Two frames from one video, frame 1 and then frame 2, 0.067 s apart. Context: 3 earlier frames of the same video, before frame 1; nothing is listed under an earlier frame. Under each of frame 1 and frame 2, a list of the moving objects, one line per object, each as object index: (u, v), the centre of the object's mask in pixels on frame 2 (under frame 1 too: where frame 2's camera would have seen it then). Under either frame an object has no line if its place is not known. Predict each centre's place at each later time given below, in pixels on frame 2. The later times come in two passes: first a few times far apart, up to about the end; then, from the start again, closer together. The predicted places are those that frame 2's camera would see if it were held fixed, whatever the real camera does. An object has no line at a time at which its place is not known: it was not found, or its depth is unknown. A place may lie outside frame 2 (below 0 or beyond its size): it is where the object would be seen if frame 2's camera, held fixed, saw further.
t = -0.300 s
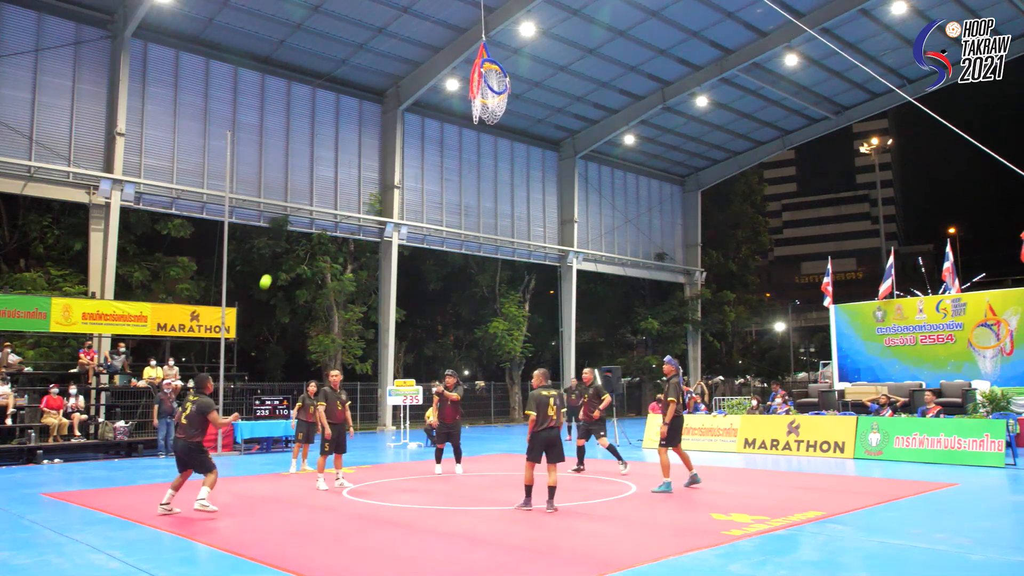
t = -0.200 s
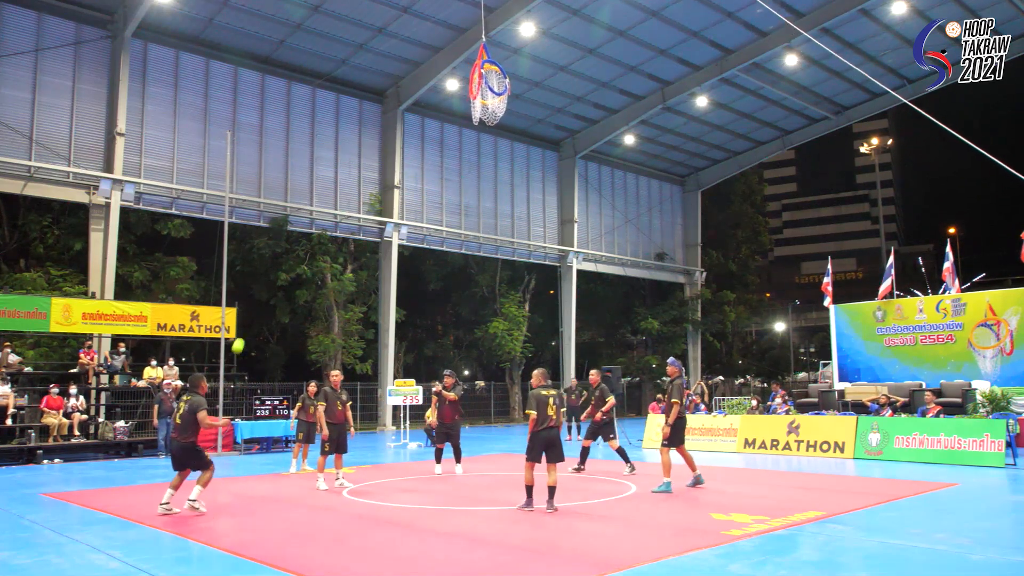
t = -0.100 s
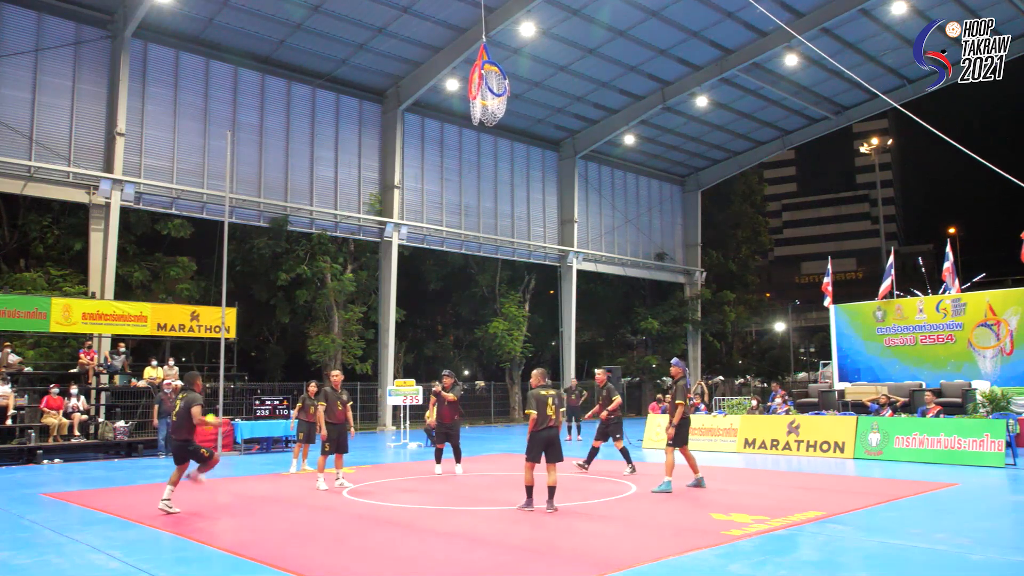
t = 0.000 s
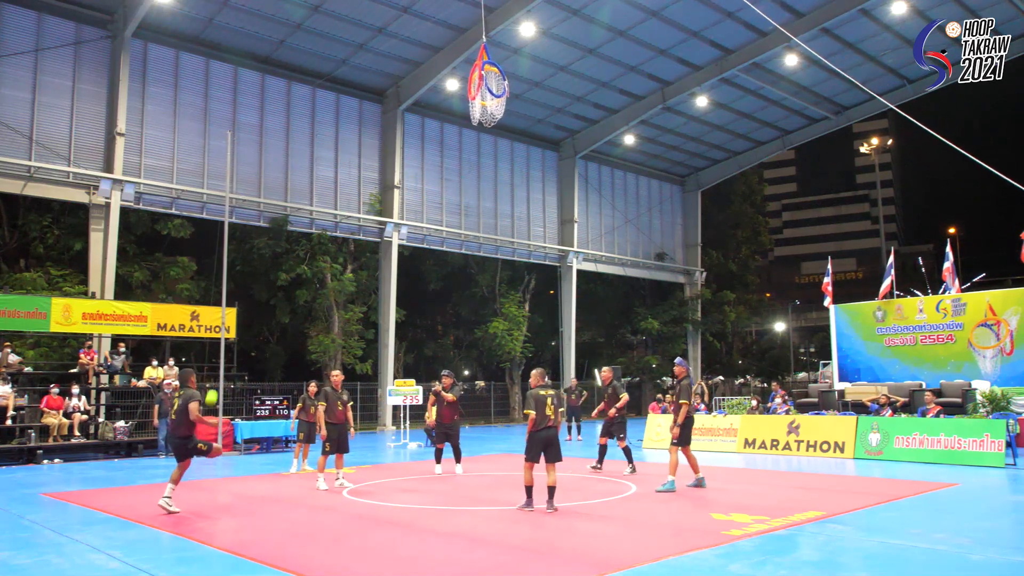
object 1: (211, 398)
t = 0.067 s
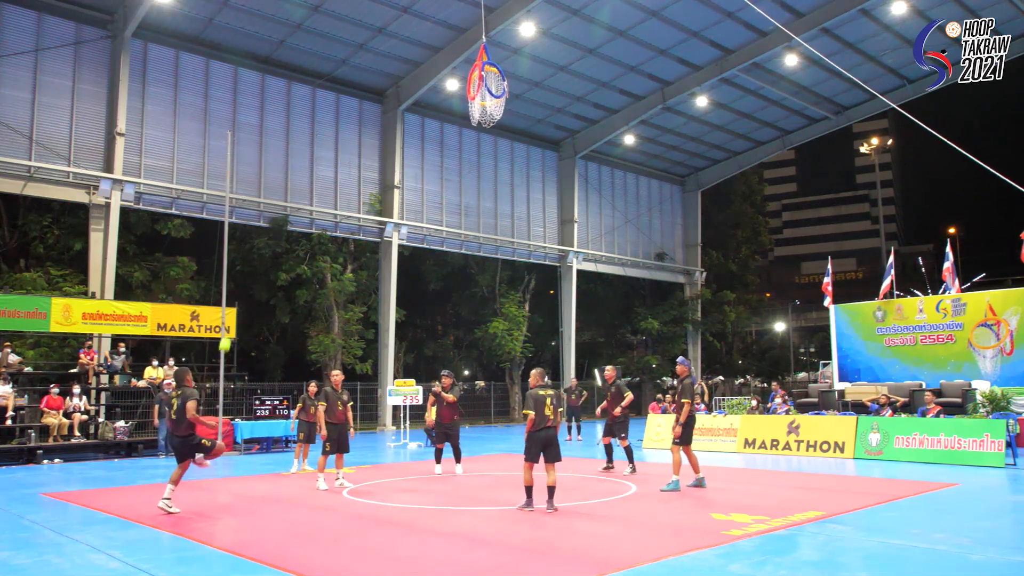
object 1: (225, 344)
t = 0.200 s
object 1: (250, 254)
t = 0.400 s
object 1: (285, 152)
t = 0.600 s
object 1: (318, 86)
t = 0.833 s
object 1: (353, 47)
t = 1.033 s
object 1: (382, 44)
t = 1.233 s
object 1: (409, 68)
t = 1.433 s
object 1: (436, 117)
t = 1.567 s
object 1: (453, 165)
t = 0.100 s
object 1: (231, 319)
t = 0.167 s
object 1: (244, 275)
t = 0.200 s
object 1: (250, 254)
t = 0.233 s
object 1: (256, 235)
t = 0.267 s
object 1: (262, 216)
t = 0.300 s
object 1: (268, 198)
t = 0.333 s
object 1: (274, 182)
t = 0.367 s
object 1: (280, 166)
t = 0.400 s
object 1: (285, 152)
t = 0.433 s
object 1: (291, 139)
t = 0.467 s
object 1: (296, 126)
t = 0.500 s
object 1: (302, 115)
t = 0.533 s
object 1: (308, 104)
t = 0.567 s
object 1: (313, 95)
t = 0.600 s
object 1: (318, 86)
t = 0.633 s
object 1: (323, 78)
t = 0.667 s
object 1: (328, 71)
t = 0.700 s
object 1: (333, 64)
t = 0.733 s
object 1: (338, 59)
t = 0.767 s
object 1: (343, 54)
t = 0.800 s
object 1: (348, 50)
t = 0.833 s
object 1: (353, 47)
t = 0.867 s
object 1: (358, 44)
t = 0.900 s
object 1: (363, 43)
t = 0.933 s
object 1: (367, 42)
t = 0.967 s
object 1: (372, 42)
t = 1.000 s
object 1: (377, 43)
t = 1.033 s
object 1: (382, 44)
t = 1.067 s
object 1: (386, 46)
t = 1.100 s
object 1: (391, 49)
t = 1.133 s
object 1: (396, 53)
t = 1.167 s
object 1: (400, 57)
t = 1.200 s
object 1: (405, 62)
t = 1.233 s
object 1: (409, 68)
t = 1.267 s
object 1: (414, 74)
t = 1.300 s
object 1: (418, 81)
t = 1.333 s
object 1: (423, 89)
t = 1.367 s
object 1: (427, 98)
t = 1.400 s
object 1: (431, 107)
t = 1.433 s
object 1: (436, 117)
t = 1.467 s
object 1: (440, 128)
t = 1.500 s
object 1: (445, 140)
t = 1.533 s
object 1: (449, 152)
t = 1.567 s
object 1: (453, 165)
